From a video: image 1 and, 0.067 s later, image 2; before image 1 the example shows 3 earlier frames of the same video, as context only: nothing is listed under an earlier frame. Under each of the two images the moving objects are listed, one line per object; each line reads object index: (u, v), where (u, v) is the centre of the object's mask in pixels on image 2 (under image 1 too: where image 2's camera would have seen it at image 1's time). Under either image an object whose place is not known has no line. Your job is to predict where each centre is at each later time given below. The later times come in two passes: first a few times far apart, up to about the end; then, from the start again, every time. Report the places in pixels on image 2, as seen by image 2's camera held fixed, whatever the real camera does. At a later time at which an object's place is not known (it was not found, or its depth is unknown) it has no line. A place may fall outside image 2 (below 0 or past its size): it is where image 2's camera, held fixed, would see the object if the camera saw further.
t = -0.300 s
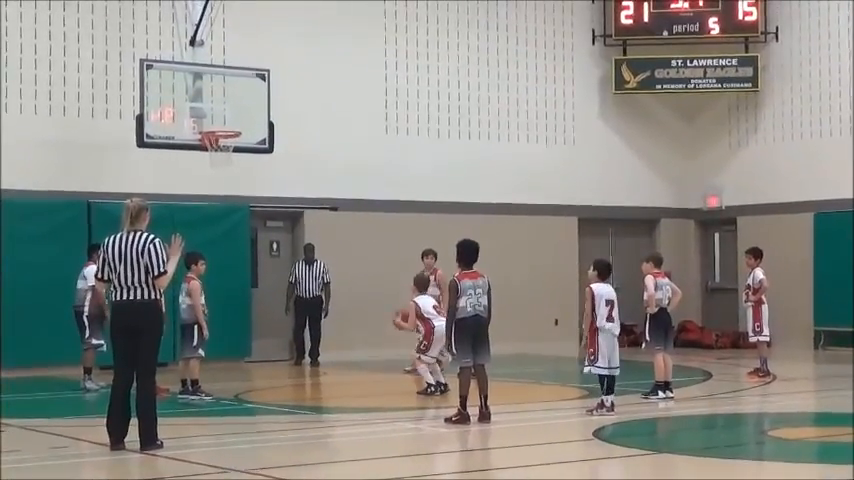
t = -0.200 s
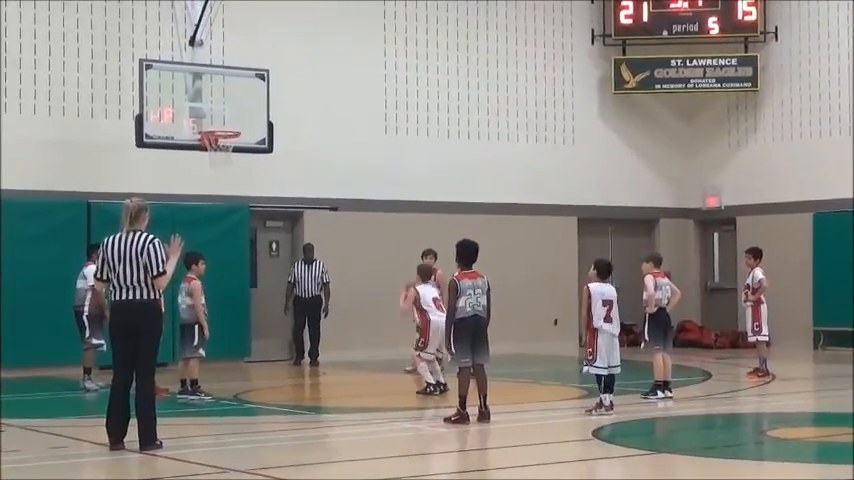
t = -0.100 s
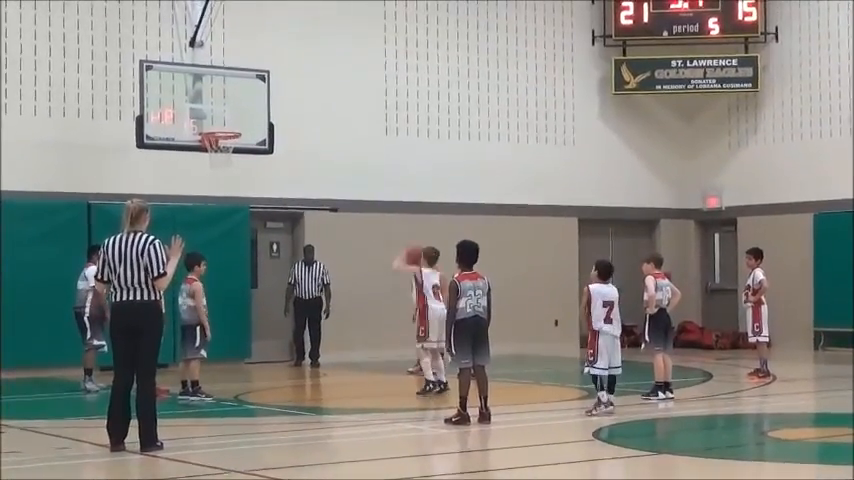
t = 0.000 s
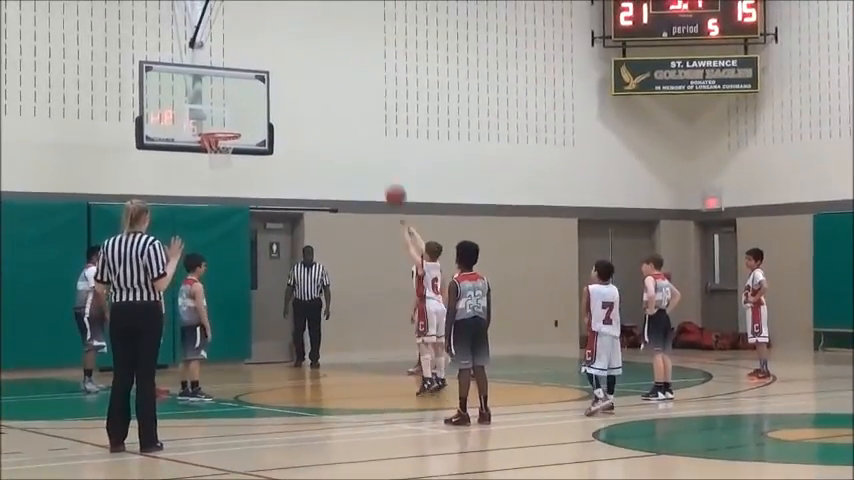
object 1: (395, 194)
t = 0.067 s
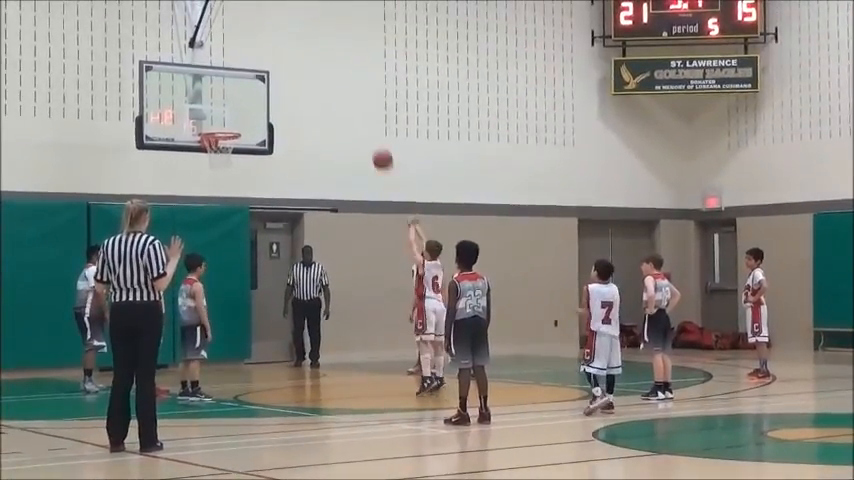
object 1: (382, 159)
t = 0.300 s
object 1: (341, 74)
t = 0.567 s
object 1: (298, 41)
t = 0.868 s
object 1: (259, 73)
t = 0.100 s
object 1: (376, 144)
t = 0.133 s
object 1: (370, 129)
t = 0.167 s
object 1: (364, 116)
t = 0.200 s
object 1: (358, 104)
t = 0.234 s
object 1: (352, 93)
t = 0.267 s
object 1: (346, 83)
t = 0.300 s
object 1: (341, 74)
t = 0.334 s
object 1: (335, 66)
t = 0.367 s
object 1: (329, 60)
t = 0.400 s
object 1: (324, 54)
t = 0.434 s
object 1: (319, 49)
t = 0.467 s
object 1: (314, 45)
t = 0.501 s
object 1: (308, 43)
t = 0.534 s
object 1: (303, 41)
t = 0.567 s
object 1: (298, 41)
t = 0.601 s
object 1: (294, 41)
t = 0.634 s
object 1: (289, 42)
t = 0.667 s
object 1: (284, 44)
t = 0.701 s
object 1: (279, 47)
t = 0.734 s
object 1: (275, 50)
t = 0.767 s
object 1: (271, 55)
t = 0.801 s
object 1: (266, 60)
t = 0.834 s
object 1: (262, 66)
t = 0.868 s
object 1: (259, 73)
